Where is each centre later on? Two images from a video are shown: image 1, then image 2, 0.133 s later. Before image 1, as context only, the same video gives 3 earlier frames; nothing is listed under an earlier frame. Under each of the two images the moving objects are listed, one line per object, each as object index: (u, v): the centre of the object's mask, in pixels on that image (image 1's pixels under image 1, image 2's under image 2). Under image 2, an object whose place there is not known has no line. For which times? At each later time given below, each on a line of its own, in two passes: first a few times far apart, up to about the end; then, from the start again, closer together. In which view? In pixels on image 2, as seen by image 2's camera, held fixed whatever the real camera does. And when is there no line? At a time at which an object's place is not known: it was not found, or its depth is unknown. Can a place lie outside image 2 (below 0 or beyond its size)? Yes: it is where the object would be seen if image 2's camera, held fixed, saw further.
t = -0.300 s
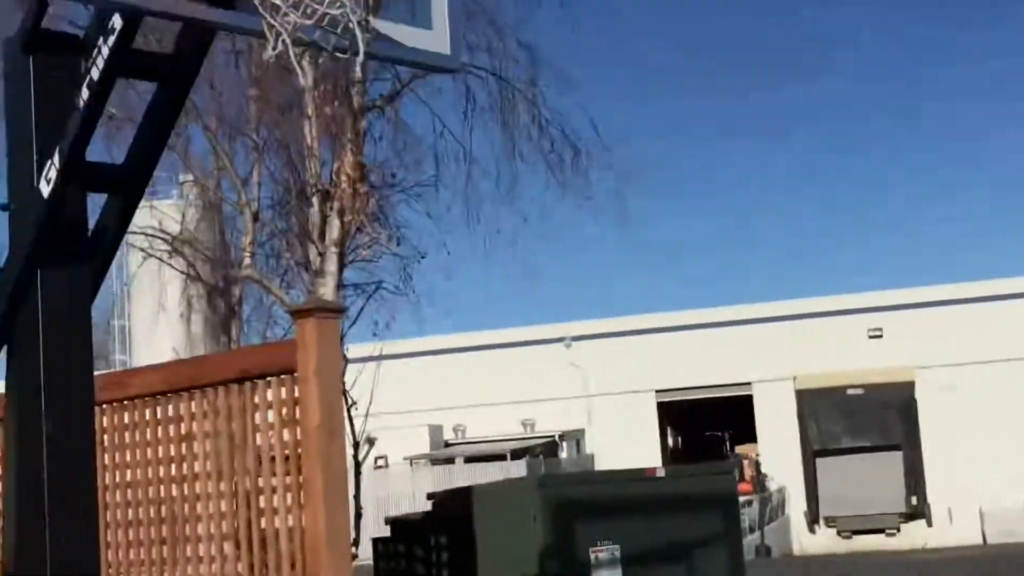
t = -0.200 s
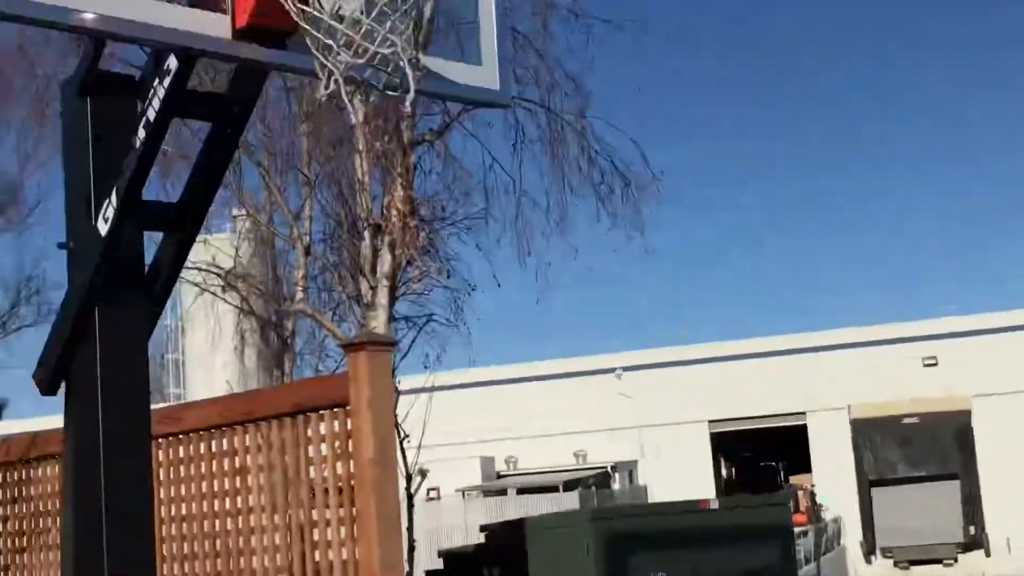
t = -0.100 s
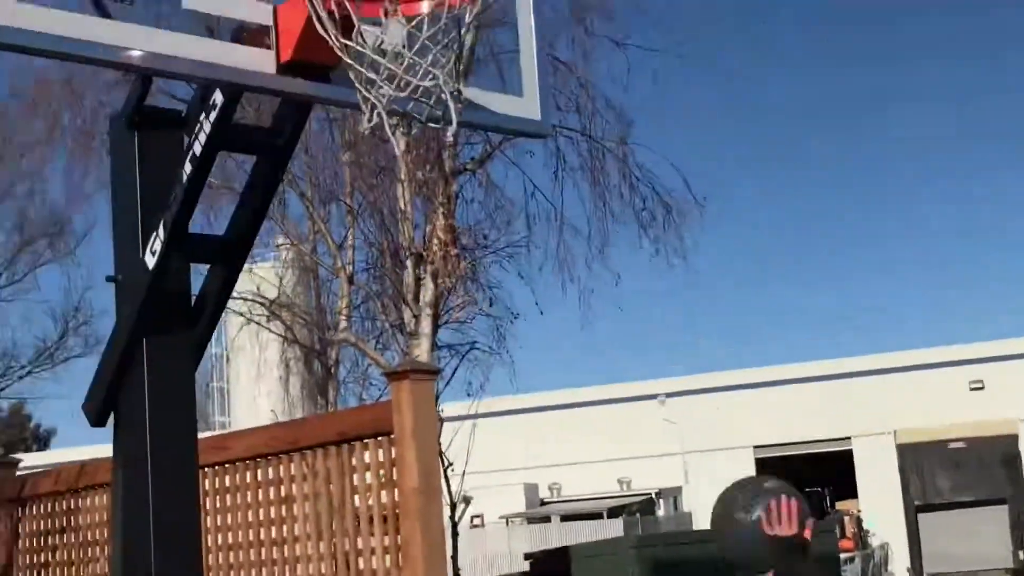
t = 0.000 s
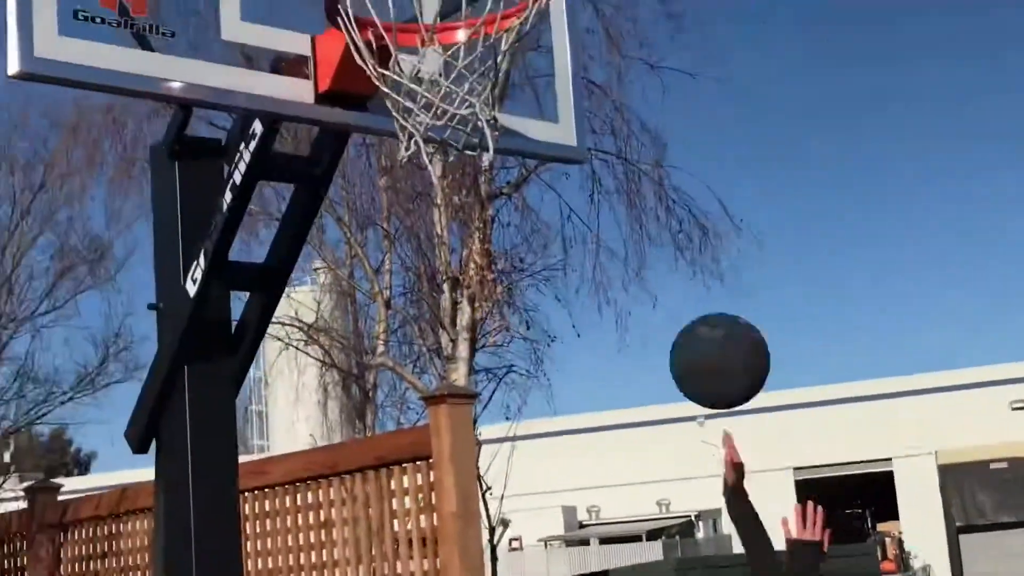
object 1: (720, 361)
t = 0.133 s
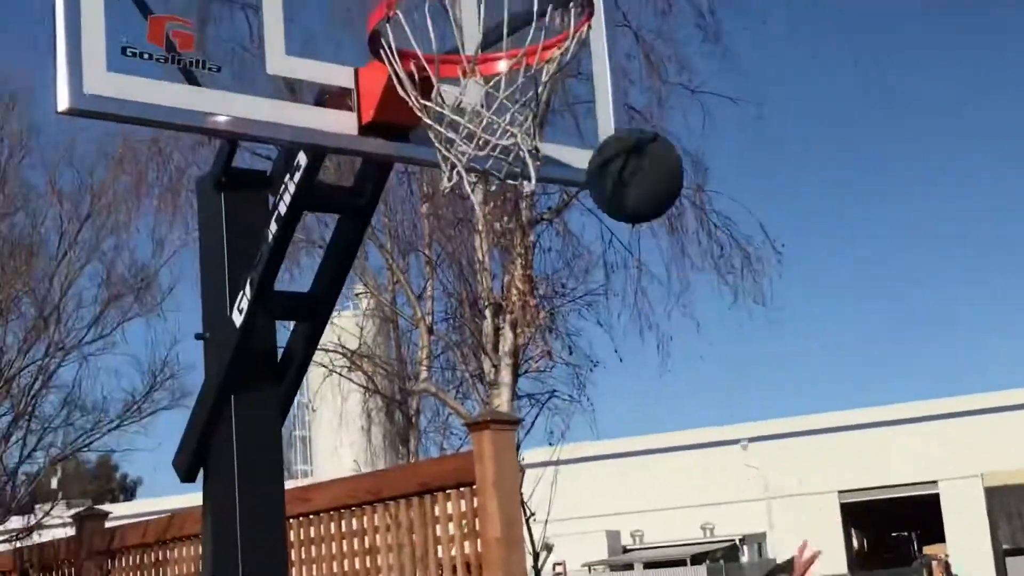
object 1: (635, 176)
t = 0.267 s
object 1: (508, 22)
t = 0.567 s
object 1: (485, 24)
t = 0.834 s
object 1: (493, 180)
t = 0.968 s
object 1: (511, 338)
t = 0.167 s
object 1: (605, 135)
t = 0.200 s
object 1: (581, 102)
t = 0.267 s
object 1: (508, 22)
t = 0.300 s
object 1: (508, 18)
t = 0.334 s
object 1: (500, 7)
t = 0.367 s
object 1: (499, -4)
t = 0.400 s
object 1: (497, -8)
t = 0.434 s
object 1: (488, -13)
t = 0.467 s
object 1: (489, -12)
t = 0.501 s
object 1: (487, -13)
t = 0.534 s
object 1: (490, -3)
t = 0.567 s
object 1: (485, 24)
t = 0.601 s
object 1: (484, 34)
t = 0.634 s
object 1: (486, 58)
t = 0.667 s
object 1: (485, 91)
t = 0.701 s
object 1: (491, 108)
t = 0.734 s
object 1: (491, 142)
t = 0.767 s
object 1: (493, 143)
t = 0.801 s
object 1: (492, 159)
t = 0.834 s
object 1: (493, 180)
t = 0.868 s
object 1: (497, 211)
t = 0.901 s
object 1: (502, 248)
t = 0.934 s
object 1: (506, 290)
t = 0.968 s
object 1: (511, 338)
